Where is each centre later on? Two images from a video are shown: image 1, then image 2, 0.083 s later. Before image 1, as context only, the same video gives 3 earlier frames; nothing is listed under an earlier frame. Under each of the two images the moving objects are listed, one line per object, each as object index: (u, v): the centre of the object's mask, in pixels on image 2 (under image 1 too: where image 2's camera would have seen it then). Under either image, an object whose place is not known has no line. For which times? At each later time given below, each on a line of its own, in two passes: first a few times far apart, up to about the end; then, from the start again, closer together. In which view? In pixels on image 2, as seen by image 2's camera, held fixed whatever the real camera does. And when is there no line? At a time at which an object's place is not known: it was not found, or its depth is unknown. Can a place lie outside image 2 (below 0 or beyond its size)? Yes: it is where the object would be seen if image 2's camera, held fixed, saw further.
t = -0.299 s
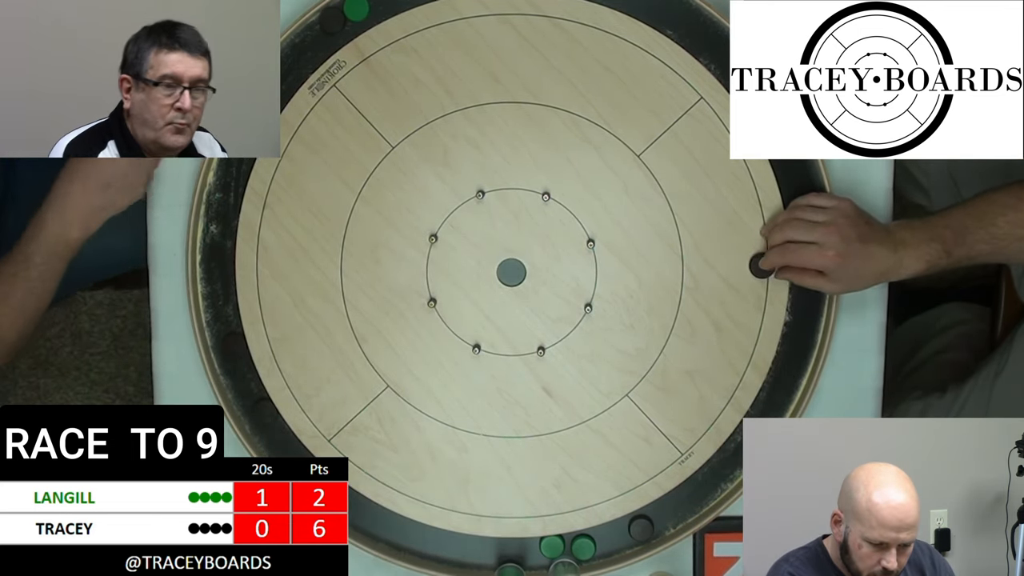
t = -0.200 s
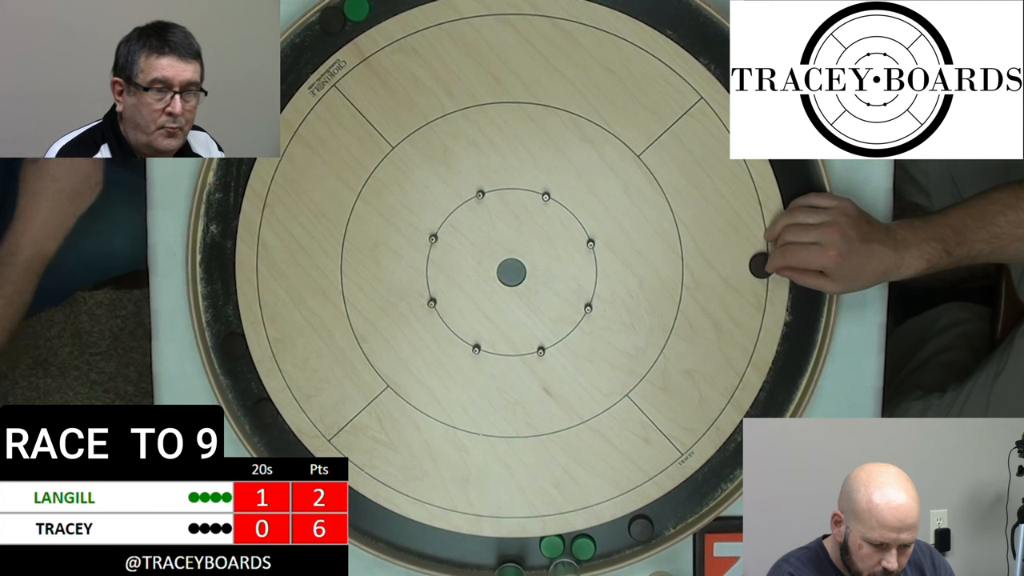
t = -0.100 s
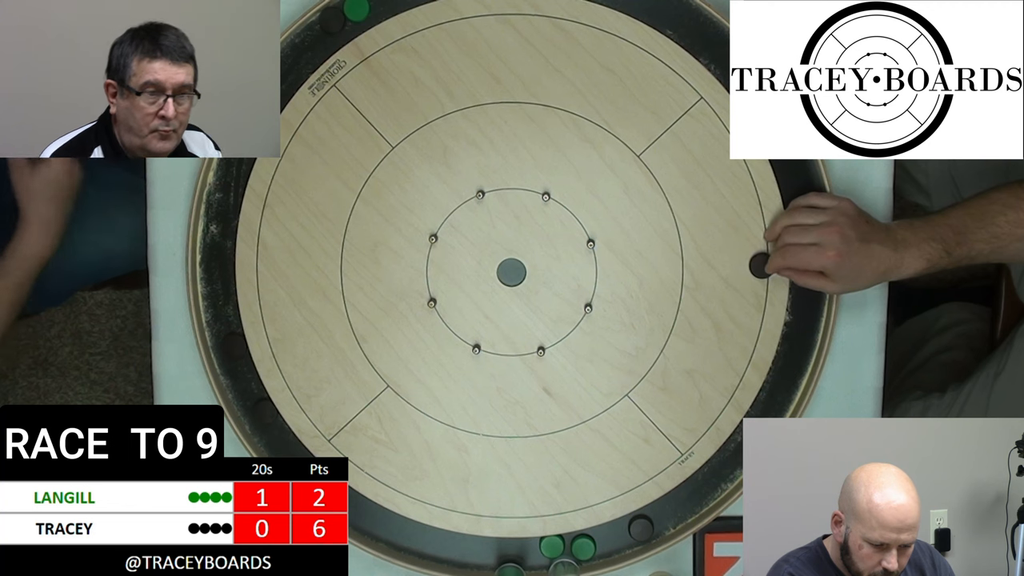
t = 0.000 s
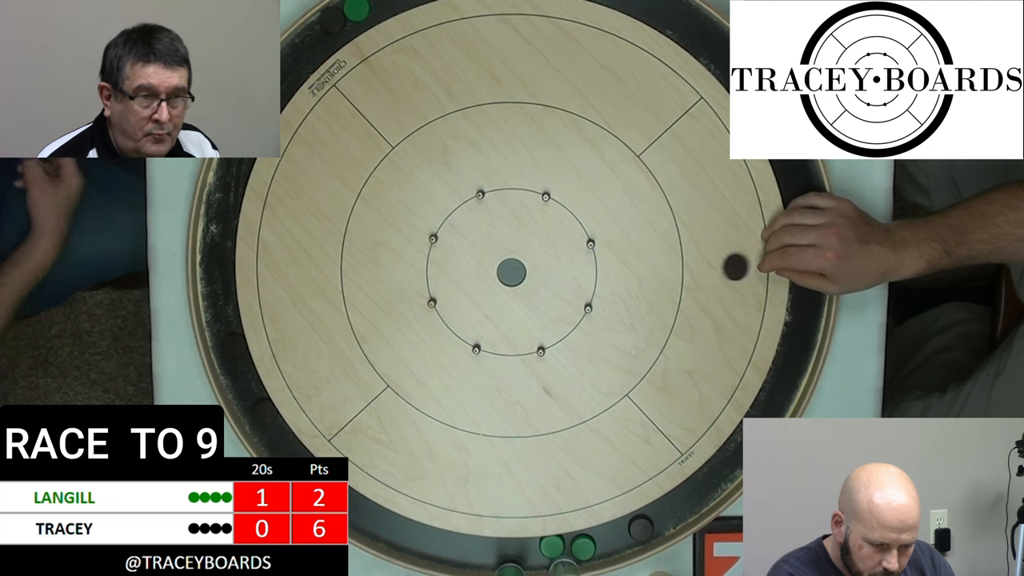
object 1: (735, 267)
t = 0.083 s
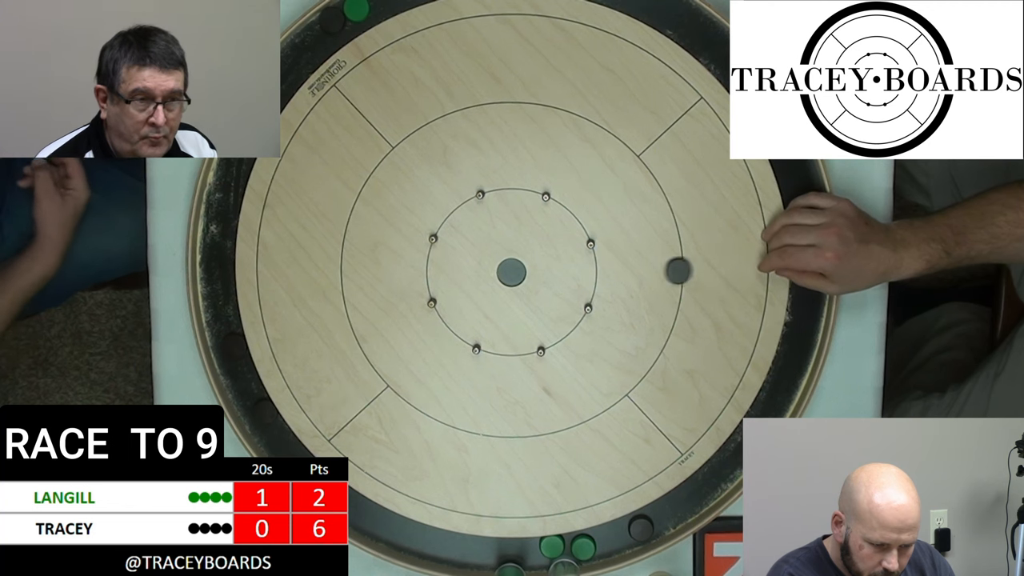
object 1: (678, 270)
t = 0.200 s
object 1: (603, 274)
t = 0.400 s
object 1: (501, 276)
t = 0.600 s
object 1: (464, 261)
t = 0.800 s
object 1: (451, 254)
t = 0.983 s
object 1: (451, 254)
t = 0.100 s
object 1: (666, 271)
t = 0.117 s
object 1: (656, 272)
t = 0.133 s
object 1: (645, 272)
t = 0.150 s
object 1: (634, 273)
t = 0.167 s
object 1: (624, 273)
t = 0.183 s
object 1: (614, 274)
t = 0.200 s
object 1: (603, 274)
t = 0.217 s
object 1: (593, 275)
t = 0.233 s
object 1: (583, 276)
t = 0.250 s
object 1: (574, 276)
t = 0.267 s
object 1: (565, 276)
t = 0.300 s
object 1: (548, 277)
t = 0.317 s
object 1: (539, 277)
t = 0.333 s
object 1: (531, 278)
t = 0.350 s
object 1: (523, 278)
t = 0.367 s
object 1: (514, 277)
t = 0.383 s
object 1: (507, 277)
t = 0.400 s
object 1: (501, 276)
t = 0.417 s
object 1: (497, 275)
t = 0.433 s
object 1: (493, 274)
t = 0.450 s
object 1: (489, 273)
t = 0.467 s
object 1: (486, 271)
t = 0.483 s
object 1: (483, 270)
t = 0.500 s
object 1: (480, 268)
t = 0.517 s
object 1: (477, 267)
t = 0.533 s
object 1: (474, 266)
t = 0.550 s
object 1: (471, 265)
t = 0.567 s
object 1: (469, 263)
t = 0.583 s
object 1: (466, 262)
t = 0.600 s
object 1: (464, 261)
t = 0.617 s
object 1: (462, 260)
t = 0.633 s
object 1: (460, 259)
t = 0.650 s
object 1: (458, 258)
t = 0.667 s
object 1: (457, 258)
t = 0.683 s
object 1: (455, 257)
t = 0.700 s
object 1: (454, 256)
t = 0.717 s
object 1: (453, 256)
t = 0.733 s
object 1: (452, 255)
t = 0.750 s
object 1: (452, 255)
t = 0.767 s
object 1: (451, 254)
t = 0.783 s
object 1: (451, 254)
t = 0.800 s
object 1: (451, 254)
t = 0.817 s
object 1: (451, 254)
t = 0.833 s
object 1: (451, 254)
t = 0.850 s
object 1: (451, 254)
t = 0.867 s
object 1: (451, 254)
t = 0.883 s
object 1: (451, 254)
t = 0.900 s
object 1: (451, 254)
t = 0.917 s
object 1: (451, 254)
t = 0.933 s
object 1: (451, 254)
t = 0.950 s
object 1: (451, 254)
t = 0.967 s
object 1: (451, 254)
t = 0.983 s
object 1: (451, 254)
